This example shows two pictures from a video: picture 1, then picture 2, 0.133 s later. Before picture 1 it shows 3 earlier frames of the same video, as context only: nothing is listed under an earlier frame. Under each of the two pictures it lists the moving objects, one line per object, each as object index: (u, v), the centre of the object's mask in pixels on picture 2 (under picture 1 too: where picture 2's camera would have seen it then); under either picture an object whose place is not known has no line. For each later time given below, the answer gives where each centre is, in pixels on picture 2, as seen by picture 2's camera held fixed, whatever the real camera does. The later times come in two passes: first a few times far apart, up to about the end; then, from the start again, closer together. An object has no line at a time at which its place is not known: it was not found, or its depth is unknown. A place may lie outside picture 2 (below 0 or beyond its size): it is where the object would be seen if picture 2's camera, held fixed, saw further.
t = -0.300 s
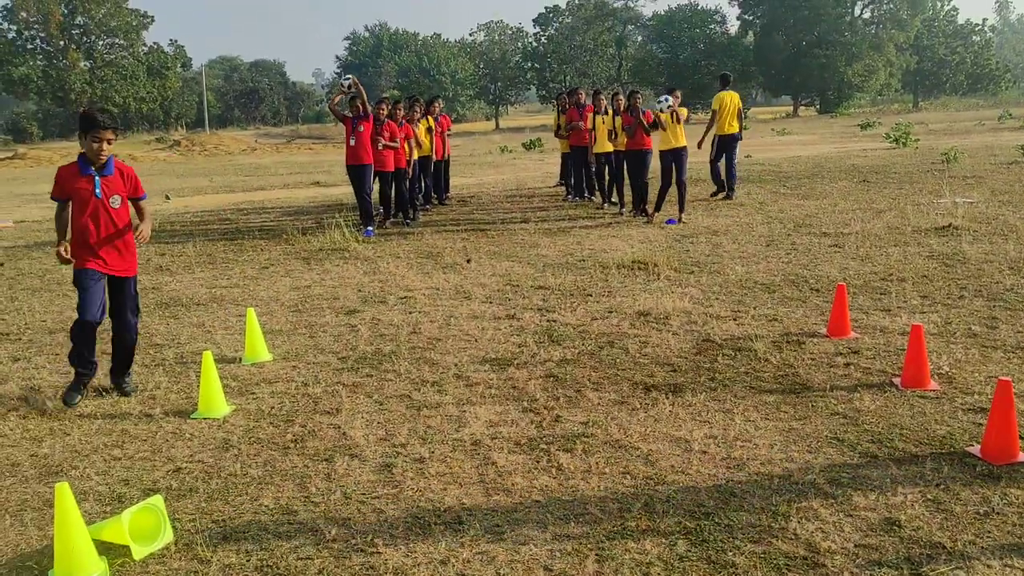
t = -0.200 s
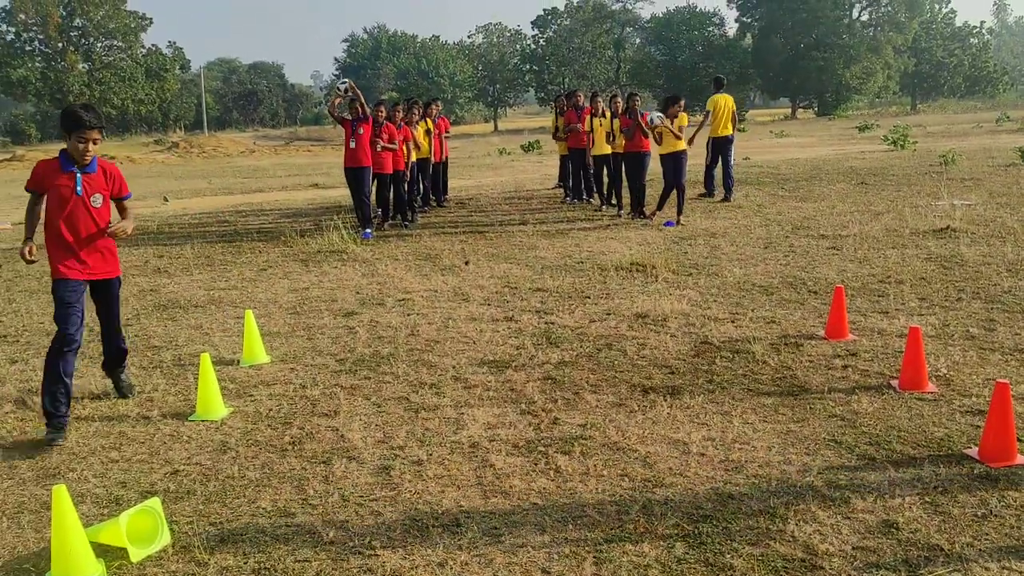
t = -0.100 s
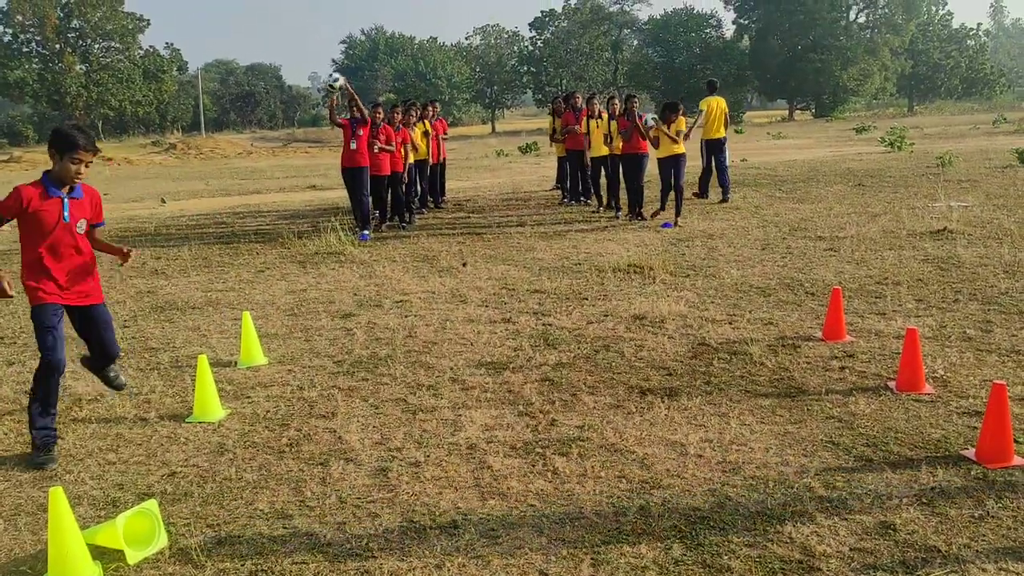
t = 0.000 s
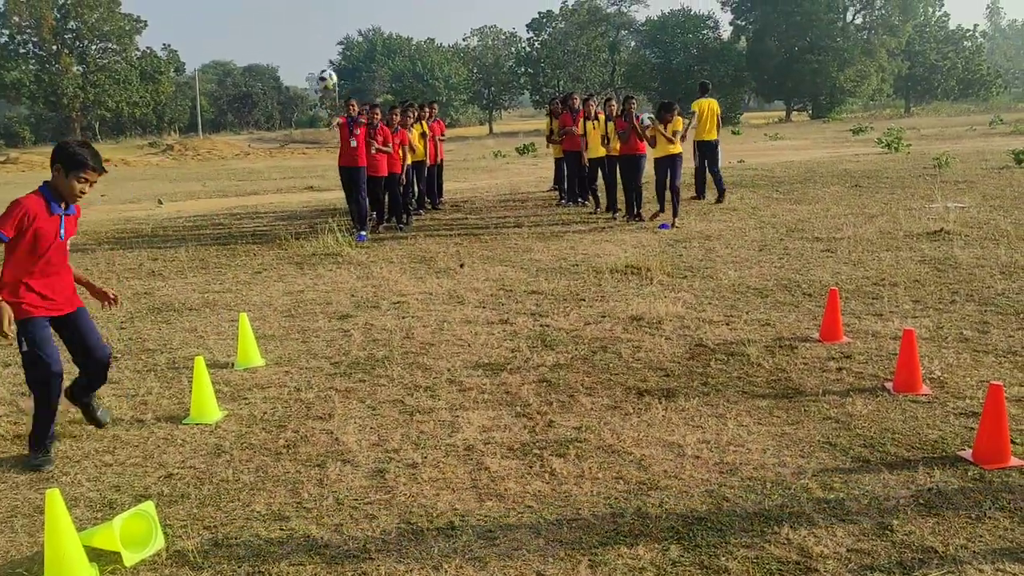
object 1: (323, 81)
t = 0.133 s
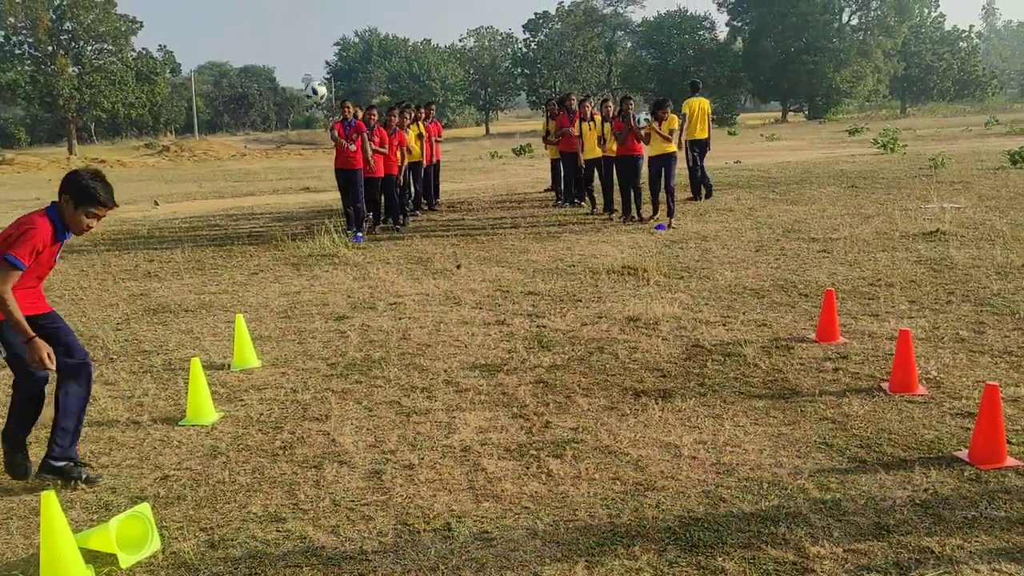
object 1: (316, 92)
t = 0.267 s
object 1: (308, 129)
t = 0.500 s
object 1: (298, 277)
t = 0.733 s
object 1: (281, 274)
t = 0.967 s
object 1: (264, 266)
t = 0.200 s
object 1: (312, 106)
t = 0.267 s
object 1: (308, 129)
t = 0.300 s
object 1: (306, 143)
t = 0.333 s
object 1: (305, 159)
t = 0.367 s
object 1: (302, 177)
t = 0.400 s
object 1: (301, 198)
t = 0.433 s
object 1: (301, 221)
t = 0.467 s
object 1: (299, 248)
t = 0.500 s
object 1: (298, 277)
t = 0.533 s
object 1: (297, 310)
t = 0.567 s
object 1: (296, 329)
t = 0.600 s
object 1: (292, 316)
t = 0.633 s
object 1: (290, 303)
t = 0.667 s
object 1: (287, 293)
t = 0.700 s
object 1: (284, 283)
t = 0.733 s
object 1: (281, 274)
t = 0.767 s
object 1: (278, 267)
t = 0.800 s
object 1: (275, 263)
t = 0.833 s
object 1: (273, 259)
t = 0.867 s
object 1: (269, 257)
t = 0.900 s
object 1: (268, 258)
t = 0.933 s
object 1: (266, 260)
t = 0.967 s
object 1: (264, 266)
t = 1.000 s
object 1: (262, 274)
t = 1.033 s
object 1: (260, 284)
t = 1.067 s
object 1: (259, 296)
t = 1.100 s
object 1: (258, 312)
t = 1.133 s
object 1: (257, 331)
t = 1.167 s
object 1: (256, 353)
